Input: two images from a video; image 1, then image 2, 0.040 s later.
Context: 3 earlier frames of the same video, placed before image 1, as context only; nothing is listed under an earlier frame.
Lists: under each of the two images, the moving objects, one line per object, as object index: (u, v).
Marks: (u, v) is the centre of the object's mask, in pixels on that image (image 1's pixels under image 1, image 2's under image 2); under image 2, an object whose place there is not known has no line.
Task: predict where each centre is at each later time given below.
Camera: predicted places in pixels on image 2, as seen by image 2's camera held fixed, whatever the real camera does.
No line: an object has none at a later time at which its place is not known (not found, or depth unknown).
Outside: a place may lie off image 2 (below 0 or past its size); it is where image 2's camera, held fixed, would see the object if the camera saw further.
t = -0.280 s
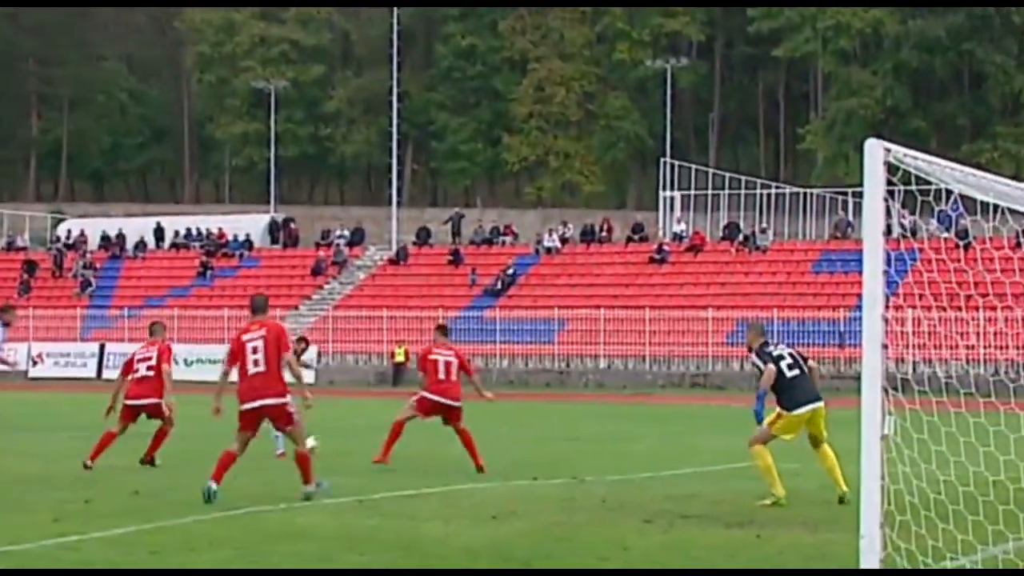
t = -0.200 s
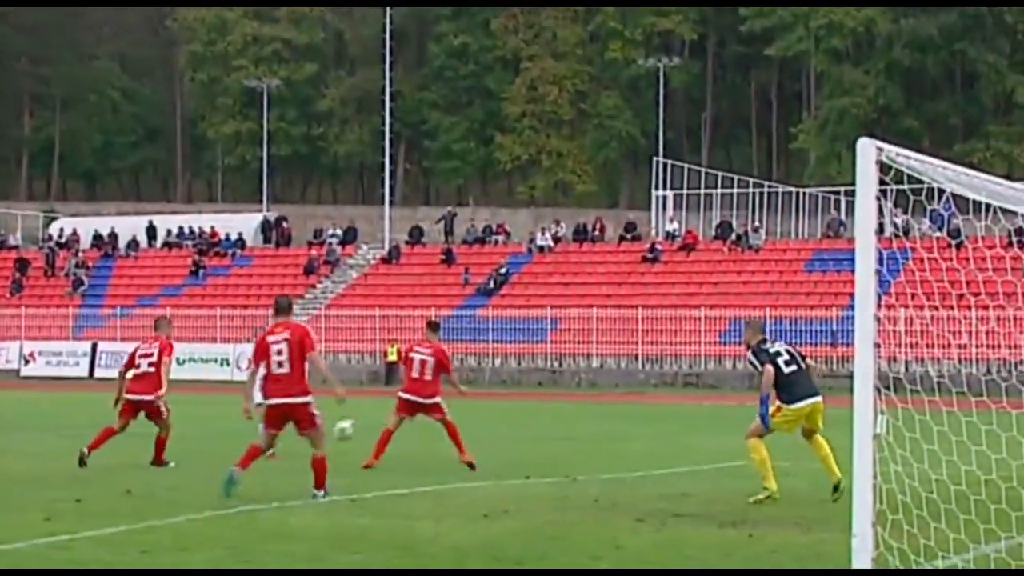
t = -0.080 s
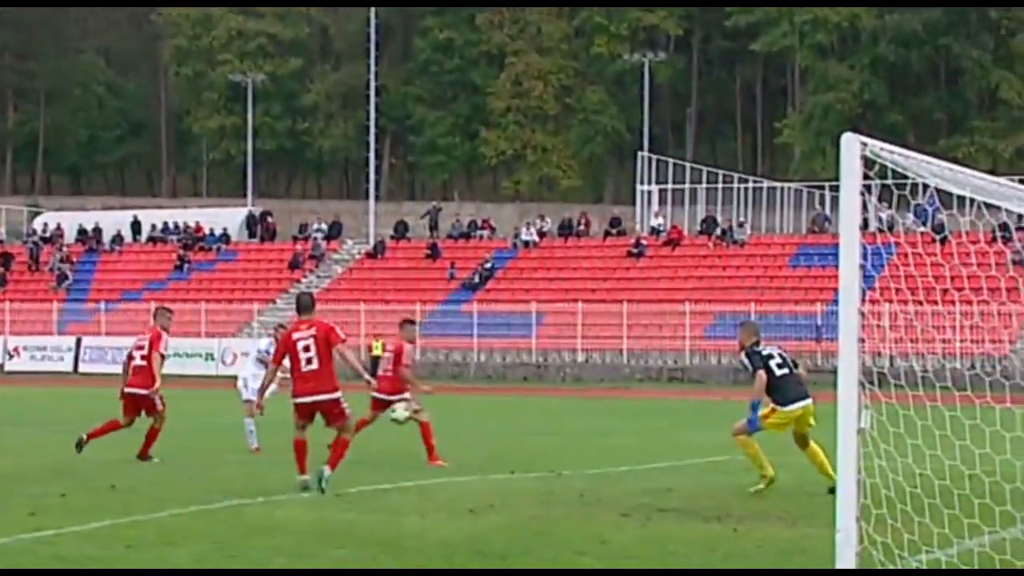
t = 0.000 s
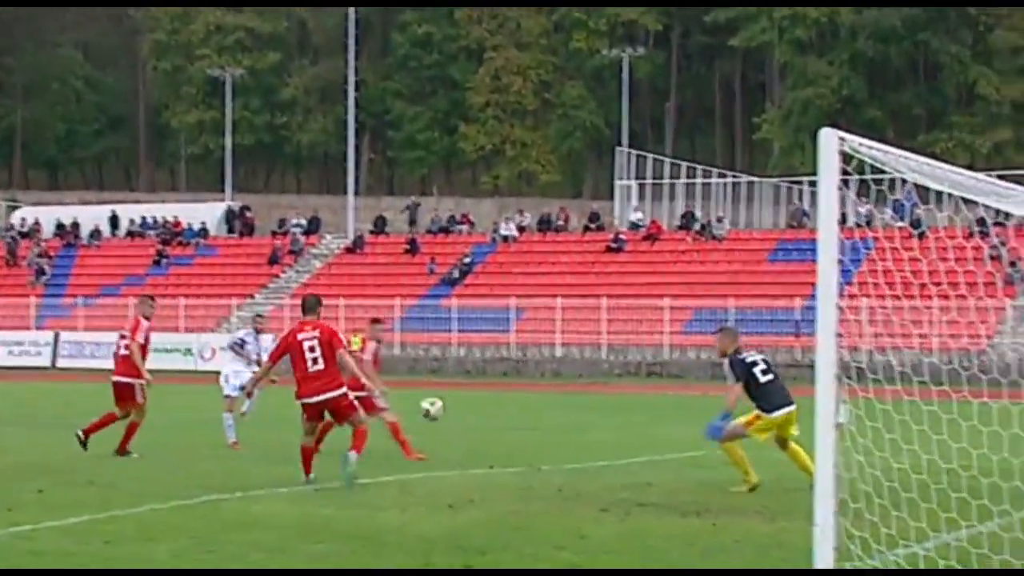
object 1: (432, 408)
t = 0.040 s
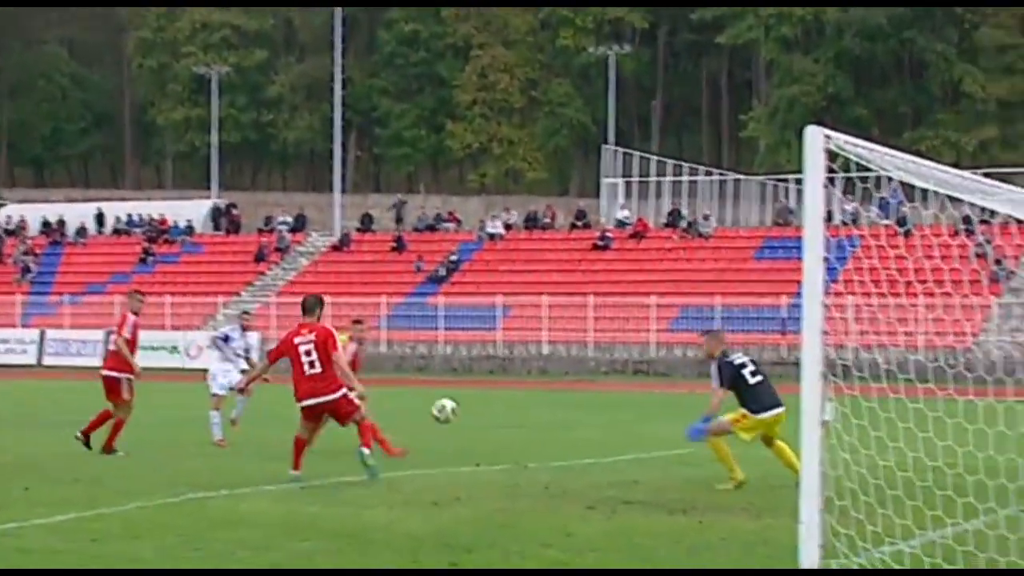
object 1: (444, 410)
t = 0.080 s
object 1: (471, 416)
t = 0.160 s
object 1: (531, 436)
